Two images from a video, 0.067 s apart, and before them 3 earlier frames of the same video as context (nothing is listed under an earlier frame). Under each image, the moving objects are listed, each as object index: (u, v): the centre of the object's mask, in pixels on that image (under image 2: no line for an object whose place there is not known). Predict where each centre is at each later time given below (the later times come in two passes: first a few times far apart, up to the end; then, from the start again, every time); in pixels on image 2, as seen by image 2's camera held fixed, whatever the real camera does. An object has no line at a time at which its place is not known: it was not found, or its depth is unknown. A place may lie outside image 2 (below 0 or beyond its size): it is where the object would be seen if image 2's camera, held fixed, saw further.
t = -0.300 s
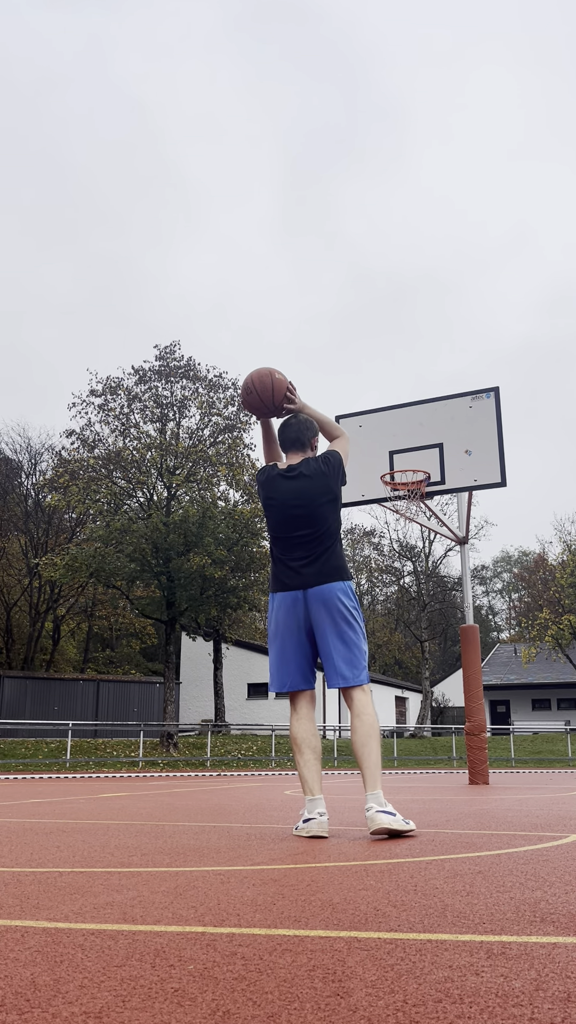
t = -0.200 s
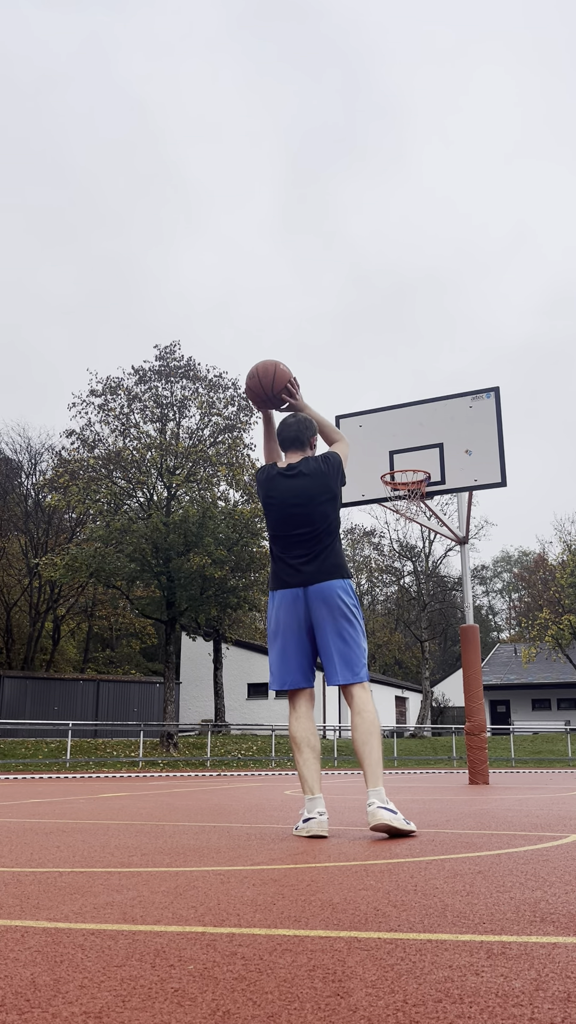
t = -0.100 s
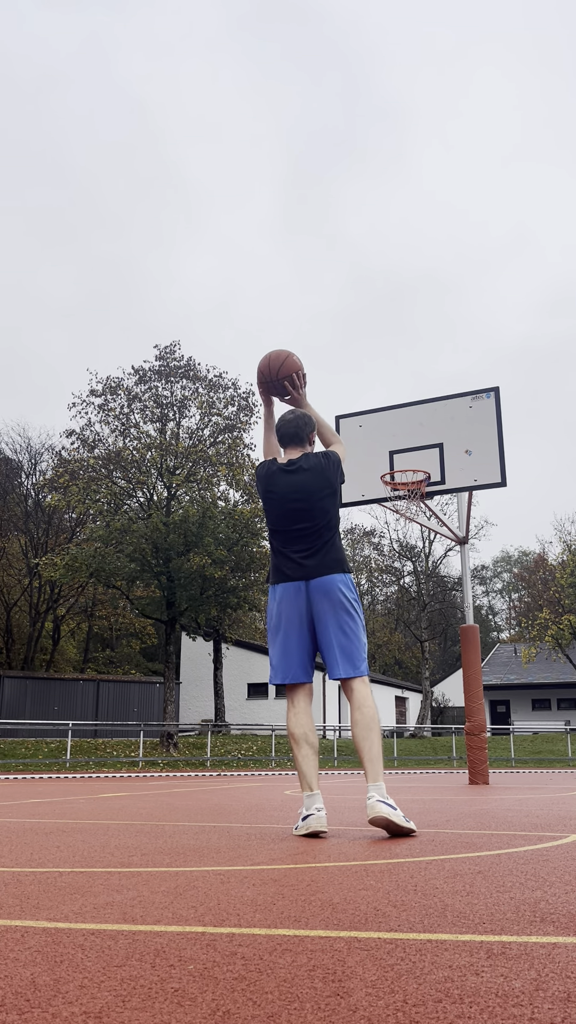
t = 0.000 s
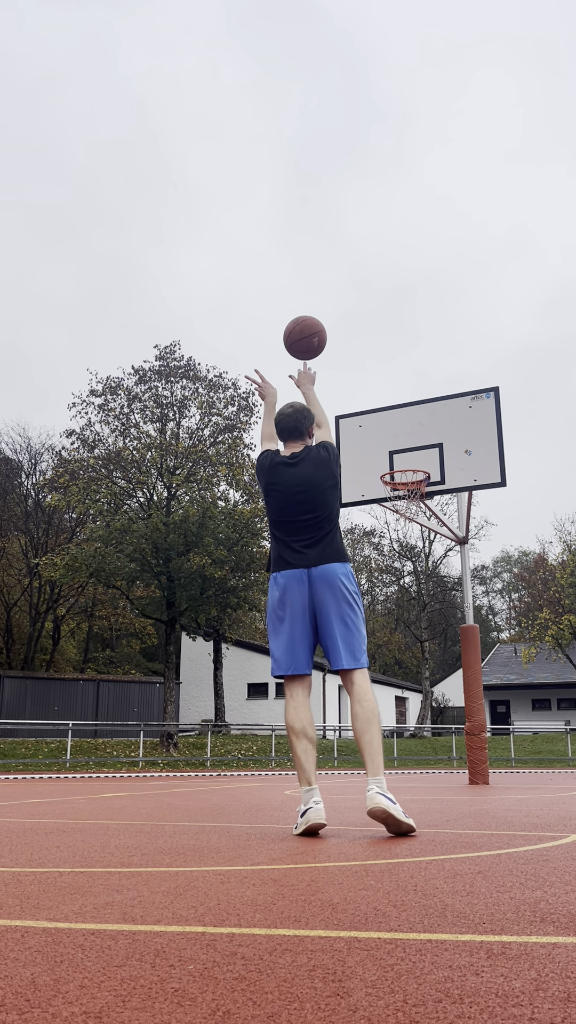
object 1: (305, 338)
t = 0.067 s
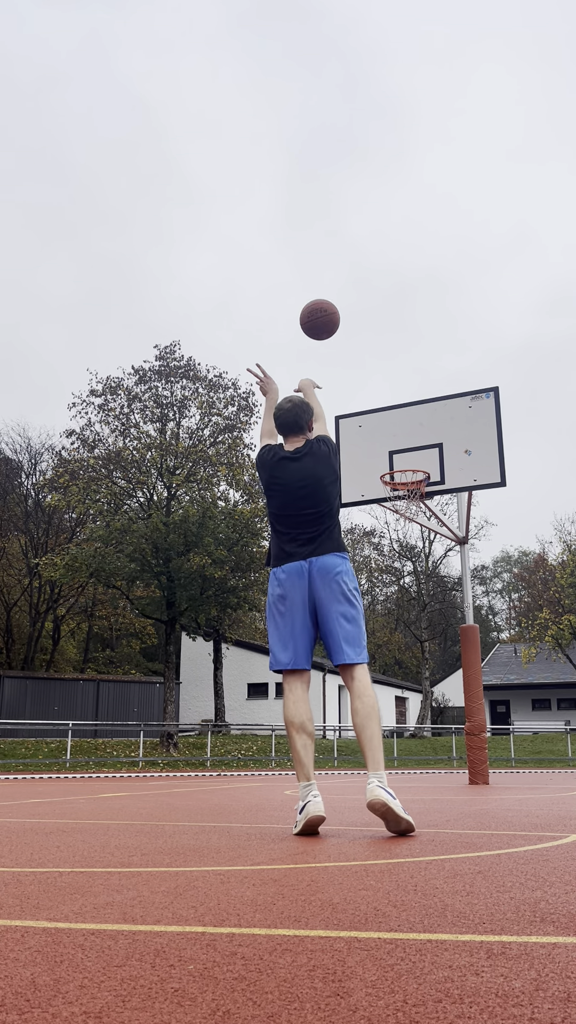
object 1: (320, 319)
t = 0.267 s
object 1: (354, 311)
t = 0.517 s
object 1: (384, 362)
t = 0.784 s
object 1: (407, 461)
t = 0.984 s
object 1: (390, 489)
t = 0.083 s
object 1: (323, 316)
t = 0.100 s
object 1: (326, 314)
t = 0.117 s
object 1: (329, 311)
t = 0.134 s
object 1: (332, 310)
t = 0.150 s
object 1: (335, 309)
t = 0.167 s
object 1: (338, 308)
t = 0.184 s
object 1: (341, 307)
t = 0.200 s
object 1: (344, 307)
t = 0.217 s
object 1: (346, 308)
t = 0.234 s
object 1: (349, 308)
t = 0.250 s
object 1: (351, 309)
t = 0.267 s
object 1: (354, 311)
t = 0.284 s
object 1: (356, 312)
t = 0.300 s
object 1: (358, 314)
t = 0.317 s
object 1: (361, 316)
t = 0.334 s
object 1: (363, 319)
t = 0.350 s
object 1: (365, 322)
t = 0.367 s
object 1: (367, 325)
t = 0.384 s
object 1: (369, 328)
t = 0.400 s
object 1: (371, 331)
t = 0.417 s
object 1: (373, 335)
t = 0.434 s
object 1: (375, 339)
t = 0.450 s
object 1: (377, 343)
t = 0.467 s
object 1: (379, 348)
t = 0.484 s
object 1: (380, 352)
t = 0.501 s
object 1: (382, 357)
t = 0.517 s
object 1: (384, 362)
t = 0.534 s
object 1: (385, 367)
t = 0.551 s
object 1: (387, 372)
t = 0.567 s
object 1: (388, 378)
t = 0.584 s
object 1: (390, 384)
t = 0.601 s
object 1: (391, 389)
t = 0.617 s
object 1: (393, 395)
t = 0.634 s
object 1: (394, 401)
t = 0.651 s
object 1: (396, 407)
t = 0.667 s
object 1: (397, 414)
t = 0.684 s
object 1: (399, 420)
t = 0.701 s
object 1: (400, 427)
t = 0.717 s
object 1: (402, 434)
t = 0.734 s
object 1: (403, 440)
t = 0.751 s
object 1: (404, 448)
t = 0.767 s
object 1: (406, 455)
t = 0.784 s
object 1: (407, 461)
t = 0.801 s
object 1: (408, 470)
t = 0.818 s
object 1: (410, 479)
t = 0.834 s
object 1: (409, 482)
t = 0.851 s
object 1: (403, 485)
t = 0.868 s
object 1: (400, 489)
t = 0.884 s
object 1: (397, 494)
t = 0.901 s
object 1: (394, 497)
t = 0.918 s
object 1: (393, 496)
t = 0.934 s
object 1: (392, 495)
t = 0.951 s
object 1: (391, 493)
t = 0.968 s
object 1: (391, 490)
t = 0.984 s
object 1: (390, 489)
